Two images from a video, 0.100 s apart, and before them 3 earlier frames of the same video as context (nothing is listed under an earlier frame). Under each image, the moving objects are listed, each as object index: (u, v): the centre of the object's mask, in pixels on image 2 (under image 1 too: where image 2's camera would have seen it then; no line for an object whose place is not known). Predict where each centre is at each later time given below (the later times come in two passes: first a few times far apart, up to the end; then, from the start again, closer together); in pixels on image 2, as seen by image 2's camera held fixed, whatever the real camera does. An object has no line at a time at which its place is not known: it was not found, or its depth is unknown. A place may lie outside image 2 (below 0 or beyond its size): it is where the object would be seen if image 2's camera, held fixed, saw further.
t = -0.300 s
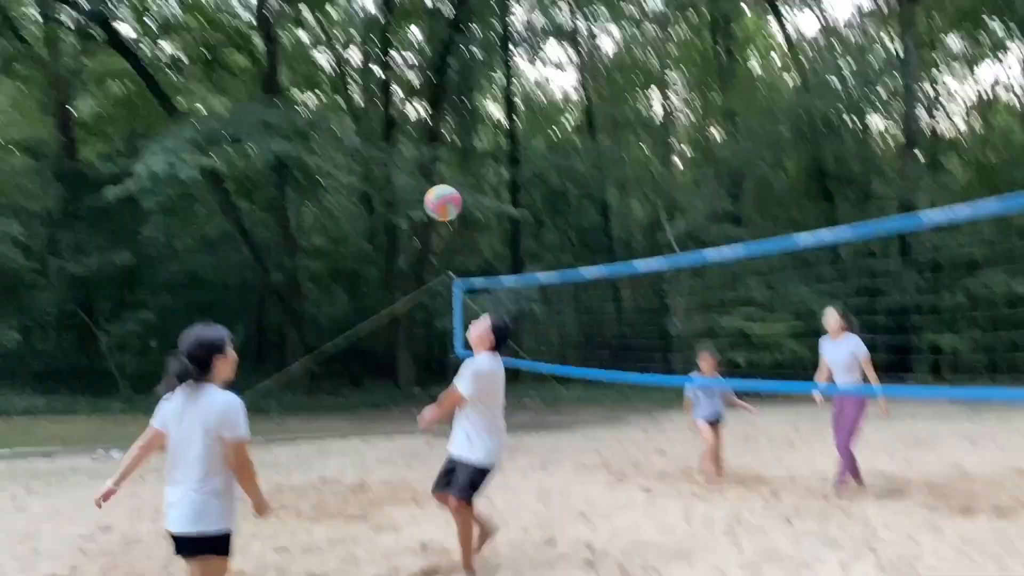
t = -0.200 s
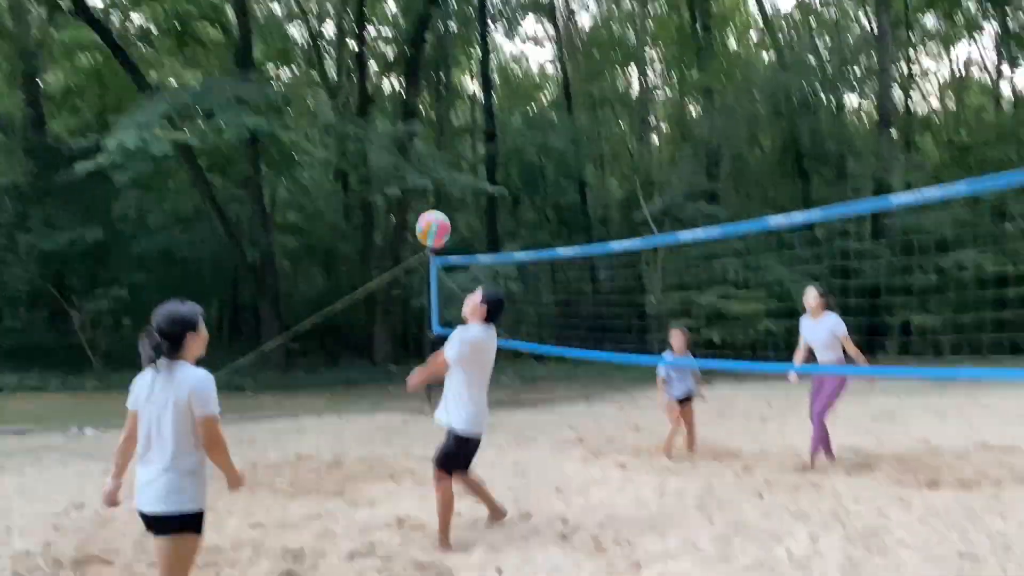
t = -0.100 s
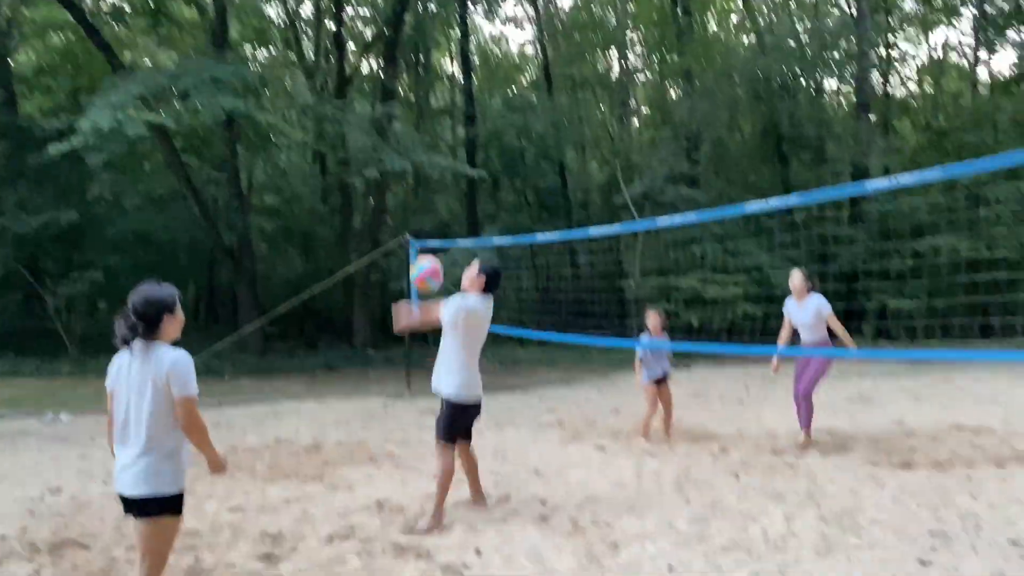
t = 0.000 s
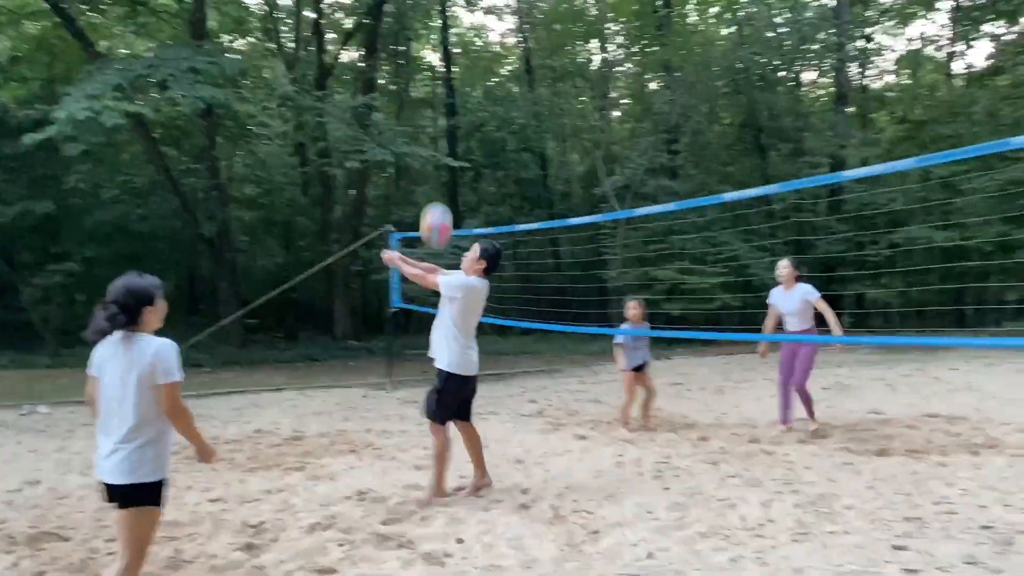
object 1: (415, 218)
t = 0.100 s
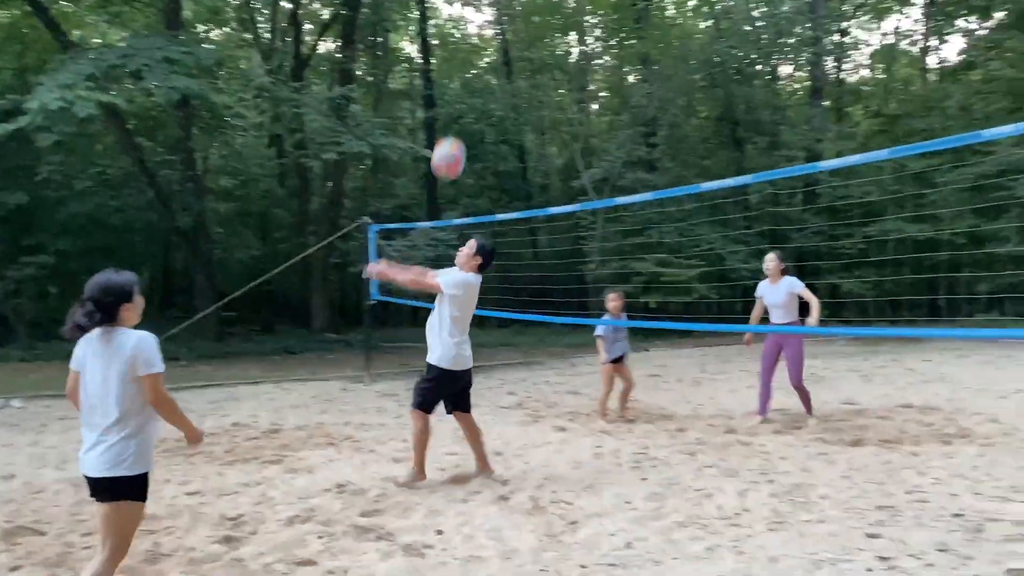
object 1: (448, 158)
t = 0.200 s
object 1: (482, 115)
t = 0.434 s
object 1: (558, 77)
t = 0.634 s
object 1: (621, 109)
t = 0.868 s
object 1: (685, 219)
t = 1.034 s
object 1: (706, 319)
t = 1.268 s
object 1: (683, 373)
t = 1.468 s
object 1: (657, 472)
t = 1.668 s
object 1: (629, 446)
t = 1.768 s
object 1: (614, 454)
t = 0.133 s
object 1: (460, 142)
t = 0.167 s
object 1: (471, 128)
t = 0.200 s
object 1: (482, 115)
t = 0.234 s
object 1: (493, 104)
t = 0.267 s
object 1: (504, 96)
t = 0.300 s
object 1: (515, 89)
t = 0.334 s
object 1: (526, 83)
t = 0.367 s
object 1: (536, 80)
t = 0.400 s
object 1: (547, 78)
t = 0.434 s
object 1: (558, 77)
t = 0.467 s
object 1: (568, 78)
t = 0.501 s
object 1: (578, 81)
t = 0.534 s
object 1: (589, 85)
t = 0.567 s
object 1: (600, 91)
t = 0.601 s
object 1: (611, 99)
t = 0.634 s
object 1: (621, 109)
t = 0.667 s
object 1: (631, 121)
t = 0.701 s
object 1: (641, 133)
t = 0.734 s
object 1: (652, 148)
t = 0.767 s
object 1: (661, 165)
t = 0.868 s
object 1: (685, 219)
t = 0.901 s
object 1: (691, 238)
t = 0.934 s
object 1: (696, 258)
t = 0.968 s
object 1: (701, 280)
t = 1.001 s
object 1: (705, 302)
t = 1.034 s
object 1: (706, 319)
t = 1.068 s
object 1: (704, 331)
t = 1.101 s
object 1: (702, 336)
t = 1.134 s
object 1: (698, 341)
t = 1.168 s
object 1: (694, 347)
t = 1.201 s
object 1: (690, 354)
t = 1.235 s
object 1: (687, 363)
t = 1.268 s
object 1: (683, 373)
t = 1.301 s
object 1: (679, 385)
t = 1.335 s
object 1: (675, 399)
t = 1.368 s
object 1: (670, 418)
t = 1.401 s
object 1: (666, 434)
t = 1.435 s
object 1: (663, 457)
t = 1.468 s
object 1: (657, 472)
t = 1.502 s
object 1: (652, 466)
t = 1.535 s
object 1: (647, 457)
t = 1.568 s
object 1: (642, 452)
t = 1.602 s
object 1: (638, 449)
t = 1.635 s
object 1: (633, 446)
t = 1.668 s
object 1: (629, 446)
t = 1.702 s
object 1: (624, 447)
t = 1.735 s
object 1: (620, 450)
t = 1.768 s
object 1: (614, 454)
